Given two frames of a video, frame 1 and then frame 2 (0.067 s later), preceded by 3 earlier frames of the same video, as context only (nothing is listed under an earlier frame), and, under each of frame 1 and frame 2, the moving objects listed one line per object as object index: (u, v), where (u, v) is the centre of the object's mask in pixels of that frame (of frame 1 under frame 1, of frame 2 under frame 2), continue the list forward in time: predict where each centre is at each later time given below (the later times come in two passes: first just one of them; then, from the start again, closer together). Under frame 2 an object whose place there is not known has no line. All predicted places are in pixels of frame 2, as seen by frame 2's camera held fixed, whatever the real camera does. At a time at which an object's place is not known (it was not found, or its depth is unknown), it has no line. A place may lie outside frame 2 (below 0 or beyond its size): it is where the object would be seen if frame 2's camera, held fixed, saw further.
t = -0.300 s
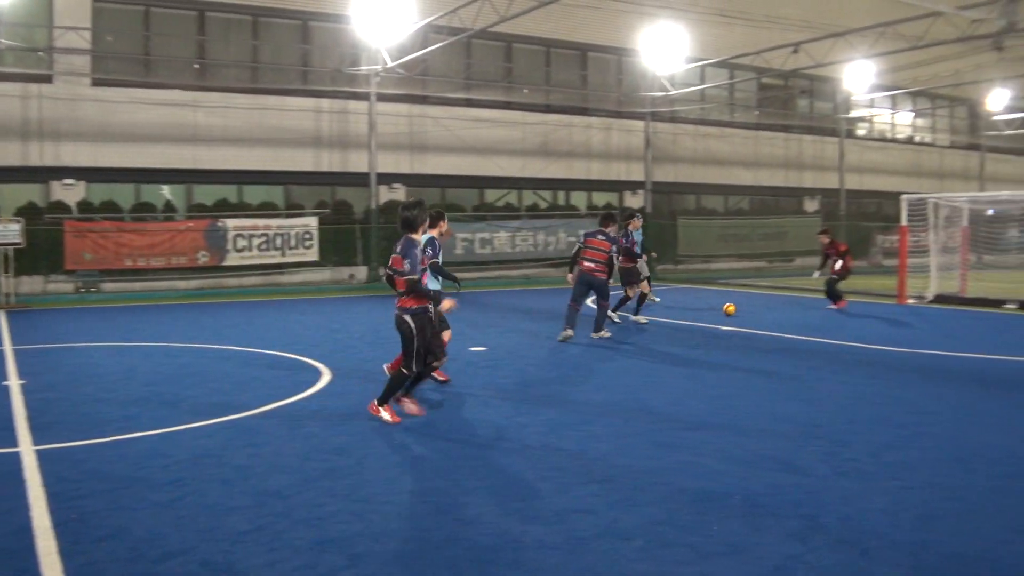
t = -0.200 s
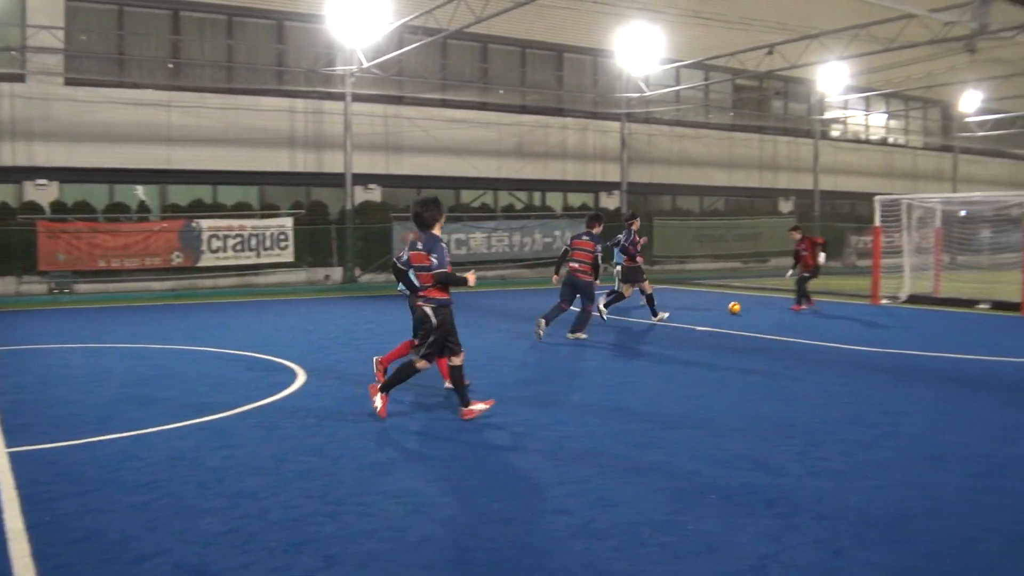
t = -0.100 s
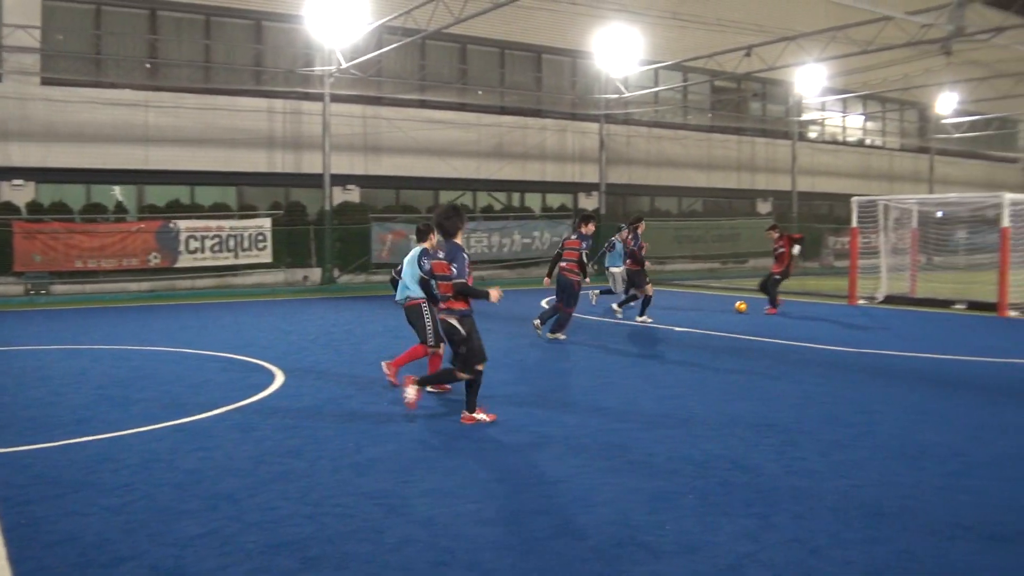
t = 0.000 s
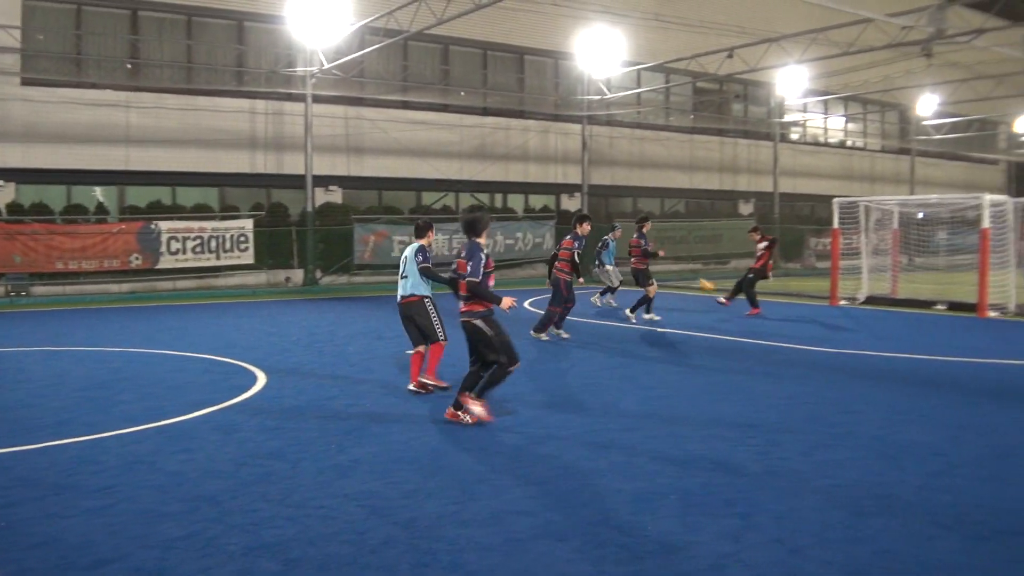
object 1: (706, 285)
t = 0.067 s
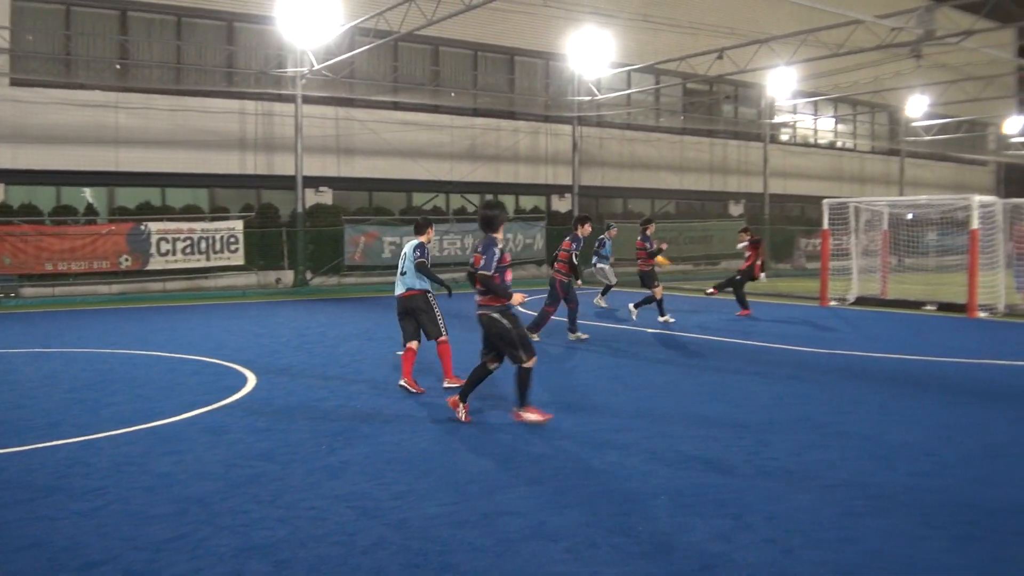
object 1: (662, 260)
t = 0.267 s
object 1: (533, 184)
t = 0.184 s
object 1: (585, 214)
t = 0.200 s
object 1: (576, 208)
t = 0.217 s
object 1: (566, 202)
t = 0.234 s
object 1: (554, 195)
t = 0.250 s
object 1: (542, 189)
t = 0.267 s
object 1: (533, 184)
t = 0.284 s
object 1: (522, 178)
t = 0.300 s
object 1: (511, 172)
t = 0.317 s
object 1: (500, 166)
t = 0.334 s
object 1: (490, 160)
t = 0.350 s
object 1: (478, 154)
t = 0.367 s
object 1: (468, 148)
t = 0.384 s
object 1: (456, 143)
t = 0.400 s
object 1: (444, 137)
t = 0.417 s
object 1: (432, 131)
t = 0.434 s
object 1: (420, 125)
